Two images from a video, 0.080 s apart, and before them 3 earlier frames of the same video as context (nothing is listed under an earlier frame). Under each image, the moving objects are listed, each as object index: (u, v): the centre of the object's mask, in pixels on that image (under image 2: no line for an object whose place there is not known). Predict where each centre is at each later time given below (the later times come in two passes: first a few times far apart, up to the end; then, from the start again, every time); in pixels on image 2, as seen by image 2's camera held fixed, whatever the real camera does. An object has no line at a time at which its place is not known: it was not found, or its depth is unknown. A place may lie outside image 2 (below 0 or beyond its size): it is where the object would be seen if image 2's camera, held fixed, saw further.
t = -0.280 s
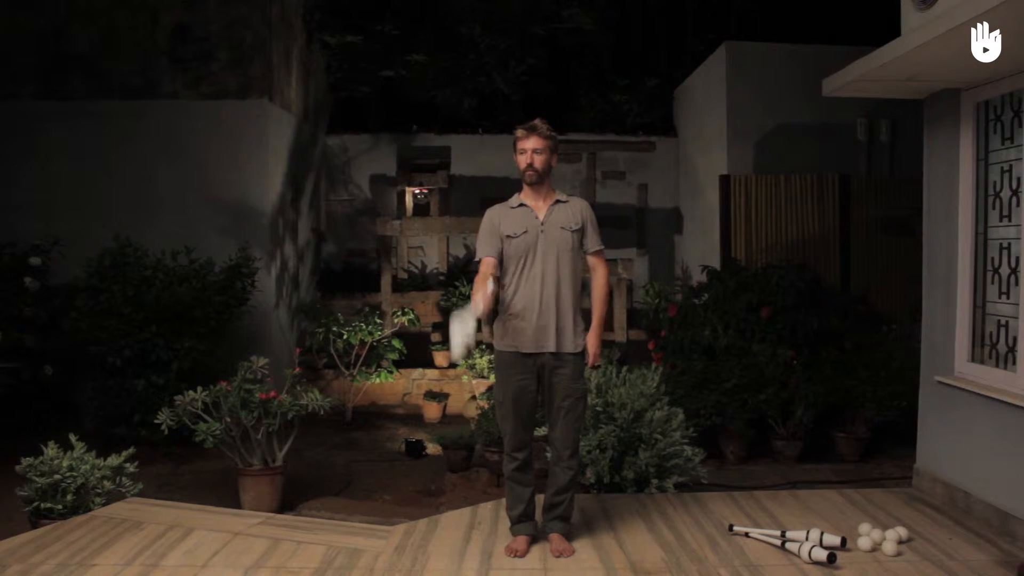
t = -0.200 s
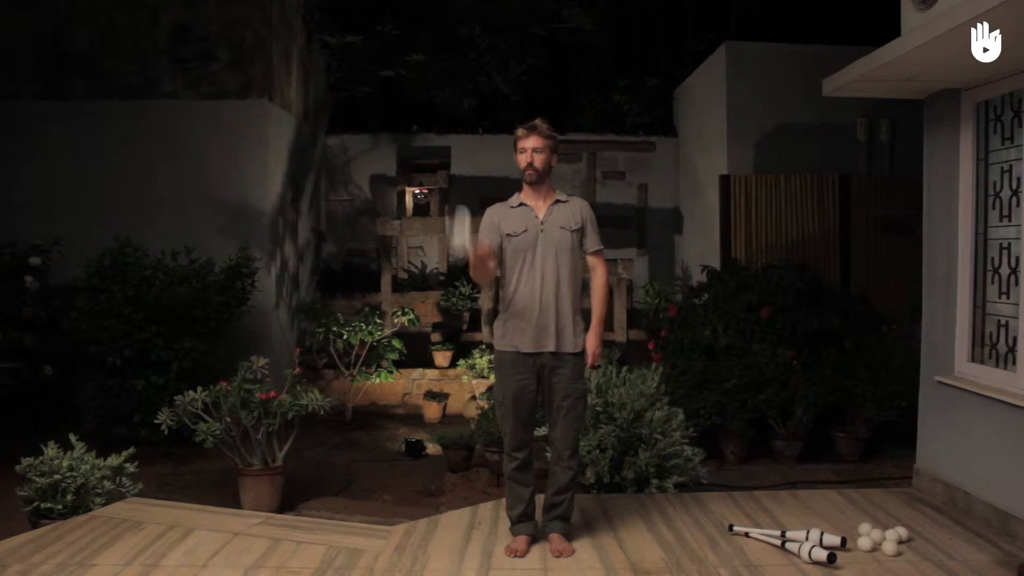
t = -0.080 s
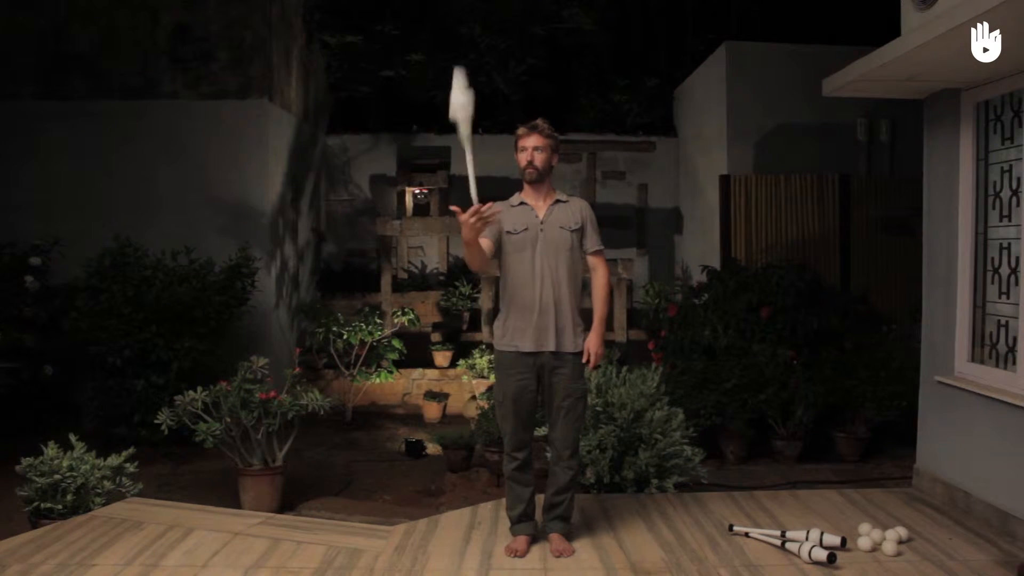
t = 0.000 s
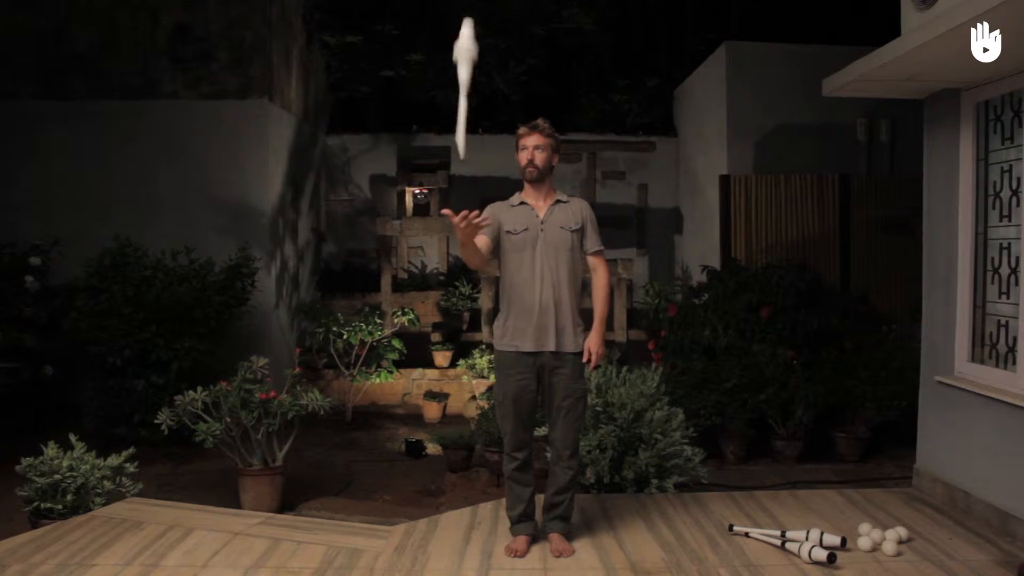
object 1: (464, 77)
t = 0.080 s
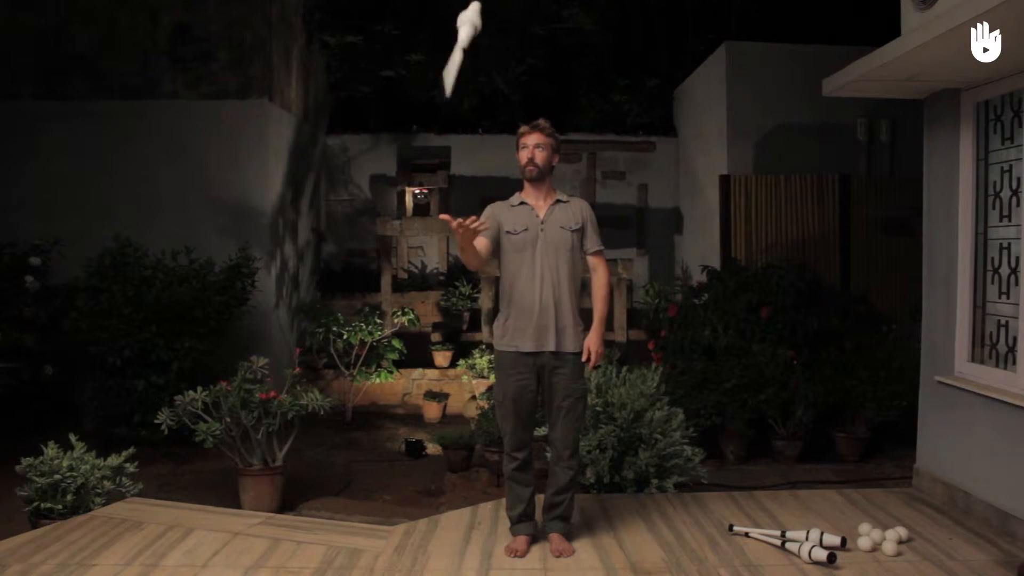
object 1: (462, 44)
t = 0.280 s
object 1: (470, 31)
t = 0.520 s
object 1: (468, 140)
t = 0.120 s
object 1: (460, 30)
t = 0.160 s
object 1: (458, 18)
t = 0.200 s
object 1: (464, 14)
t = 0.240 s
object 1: (471, 22)
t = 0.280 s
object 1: (470, 31)
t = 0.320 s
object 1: (469, 43)
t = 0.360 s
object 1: (468, 56)
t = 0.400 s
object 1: (467, 70)
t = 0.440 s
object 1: (467, 84)
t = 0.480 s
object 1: (467, 109)
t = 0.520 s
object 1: (468, 140)
